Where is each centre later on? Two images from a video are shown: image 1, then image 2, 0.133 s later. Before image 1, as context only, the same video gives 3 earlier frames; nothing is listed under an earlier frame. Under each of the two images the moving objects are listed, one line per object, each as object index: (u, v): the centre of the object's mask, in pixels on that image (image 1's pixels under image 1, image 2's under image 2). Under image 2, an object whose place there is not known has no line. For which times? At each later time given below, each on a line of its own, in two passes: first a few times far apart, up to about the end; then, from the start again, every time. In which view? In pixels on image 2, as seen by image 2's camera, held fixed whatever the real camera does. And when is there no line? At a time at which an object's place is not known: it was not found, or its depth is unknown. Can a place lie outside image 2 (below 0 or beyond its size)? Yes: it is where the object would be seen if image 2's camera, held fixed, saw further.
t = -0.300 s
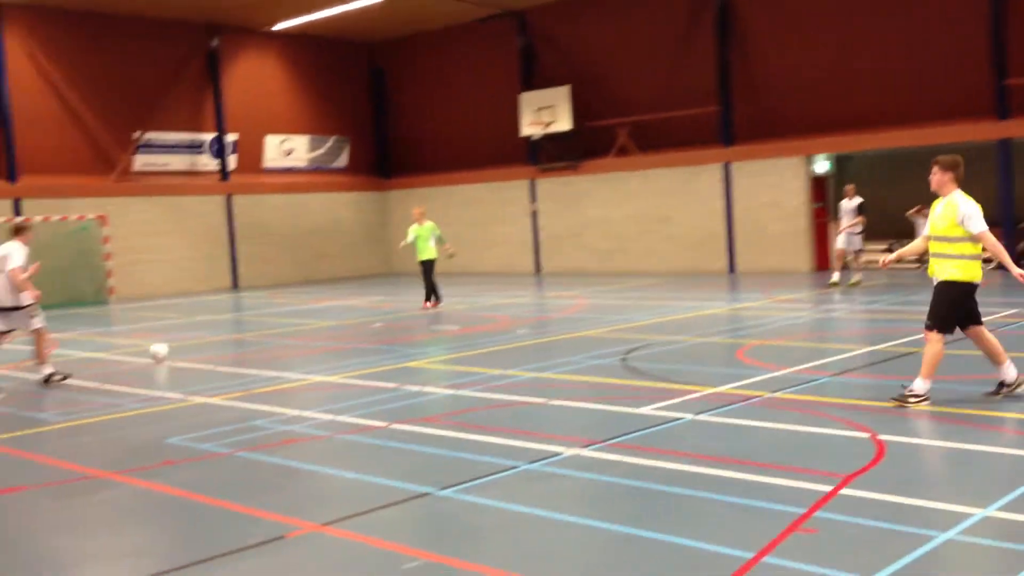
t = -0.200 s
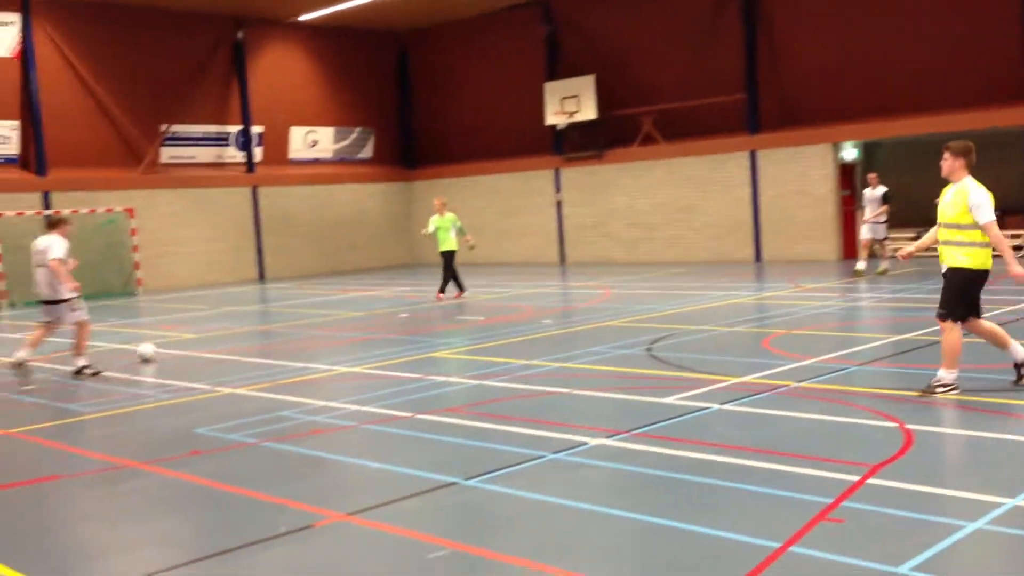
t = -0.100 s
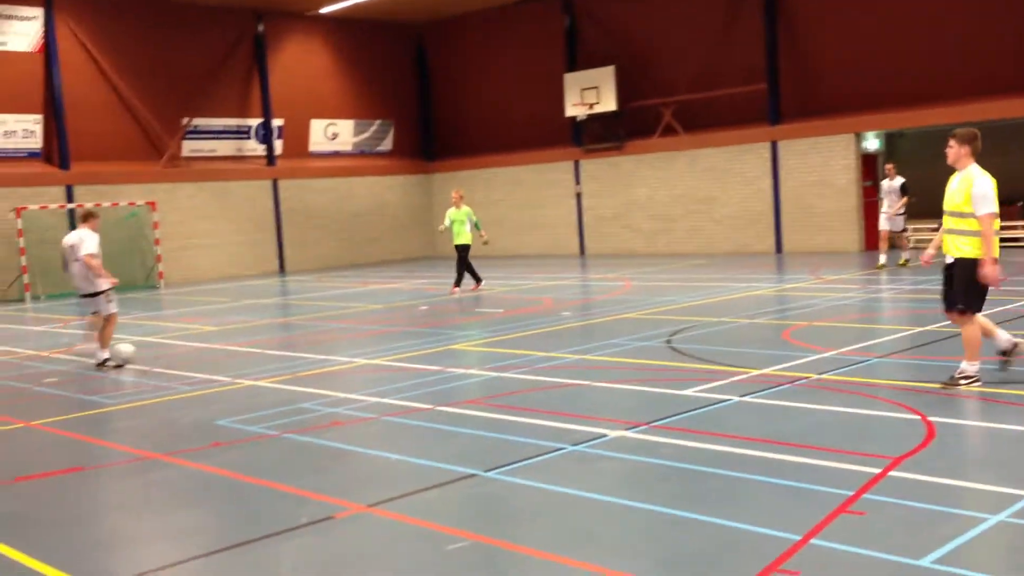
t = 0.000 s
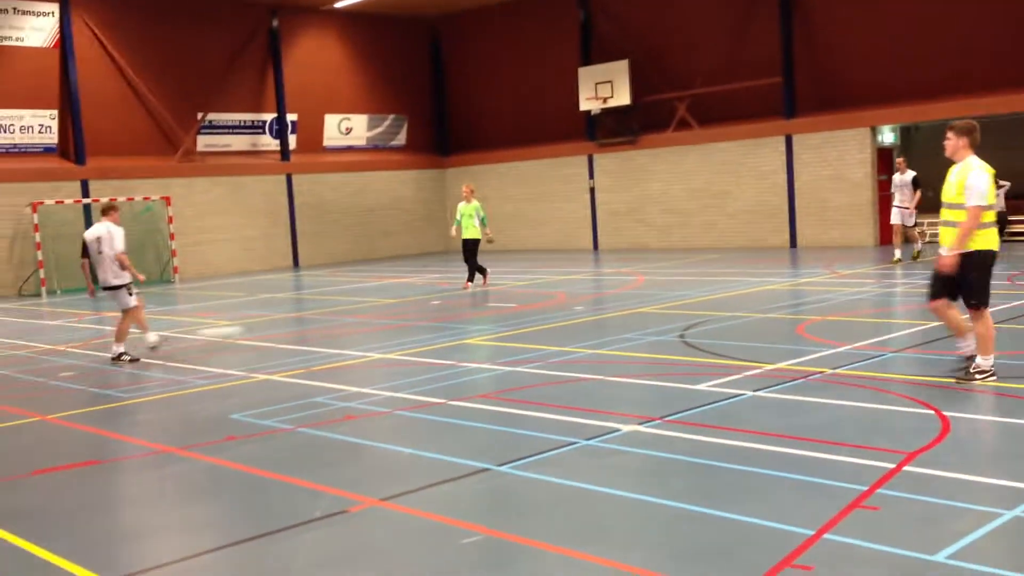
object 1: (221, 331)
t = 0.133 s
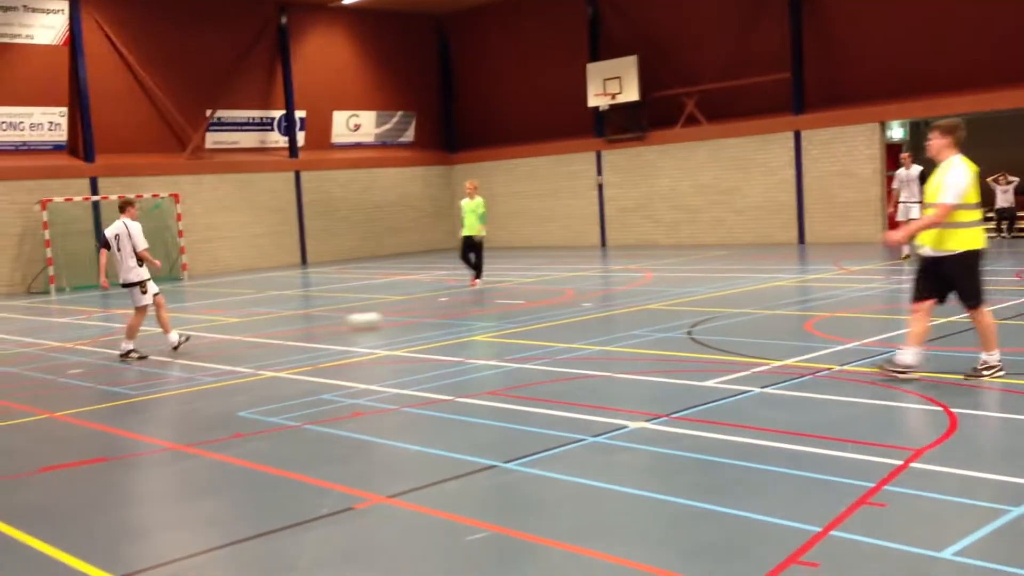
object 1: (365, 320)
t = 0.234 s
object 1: (447, 311)
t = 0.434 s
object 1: (584, 297)
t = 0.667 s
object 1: (708, 285)
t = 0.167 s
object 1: (393, 318)
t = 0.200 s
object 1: (422, 315)
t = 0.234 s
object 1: (447, 311)
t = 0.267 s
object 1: (474, 308)
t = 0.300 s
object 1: (498, 306)
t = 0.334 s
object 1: (520, 304)
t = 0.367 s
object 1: (543, 301)
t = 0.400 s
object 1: (564, 299)
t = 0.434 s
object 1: (584, 297)
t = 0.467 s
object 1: (604, 295)
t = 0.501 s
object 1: (623, 292)
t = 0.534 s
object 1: (641, 291)
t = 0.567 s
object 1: (659, 289)
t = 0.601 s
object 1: (676, 287)
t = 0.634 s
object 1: (692, 285)
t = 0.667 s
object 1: (708, 285)
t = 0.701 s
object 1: (723, 283)
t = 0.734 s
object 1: (738, 281)
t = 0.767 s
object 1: (753, 280)
